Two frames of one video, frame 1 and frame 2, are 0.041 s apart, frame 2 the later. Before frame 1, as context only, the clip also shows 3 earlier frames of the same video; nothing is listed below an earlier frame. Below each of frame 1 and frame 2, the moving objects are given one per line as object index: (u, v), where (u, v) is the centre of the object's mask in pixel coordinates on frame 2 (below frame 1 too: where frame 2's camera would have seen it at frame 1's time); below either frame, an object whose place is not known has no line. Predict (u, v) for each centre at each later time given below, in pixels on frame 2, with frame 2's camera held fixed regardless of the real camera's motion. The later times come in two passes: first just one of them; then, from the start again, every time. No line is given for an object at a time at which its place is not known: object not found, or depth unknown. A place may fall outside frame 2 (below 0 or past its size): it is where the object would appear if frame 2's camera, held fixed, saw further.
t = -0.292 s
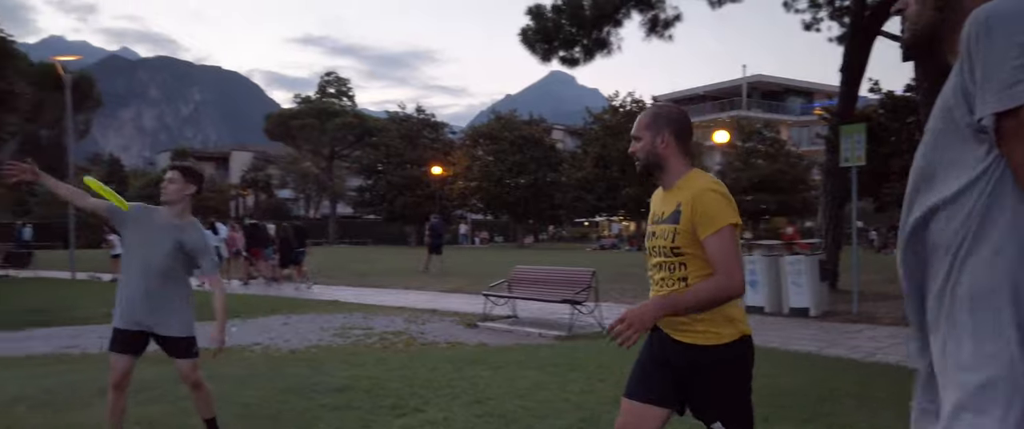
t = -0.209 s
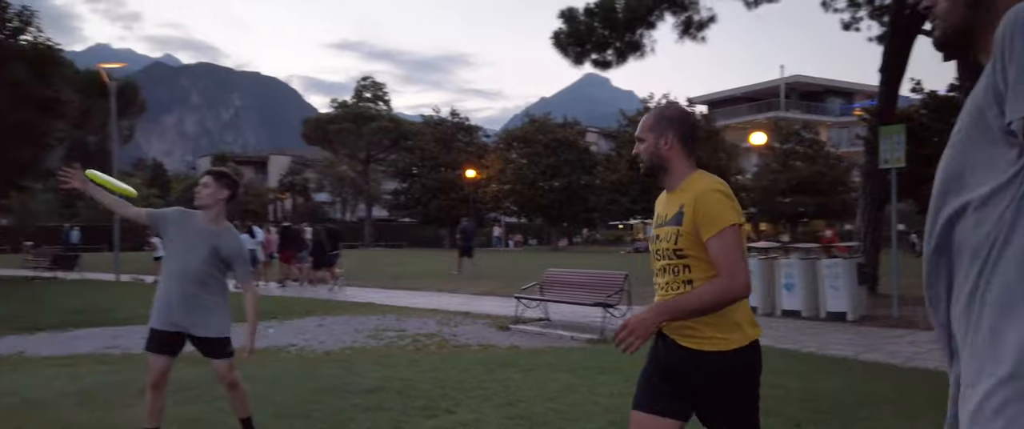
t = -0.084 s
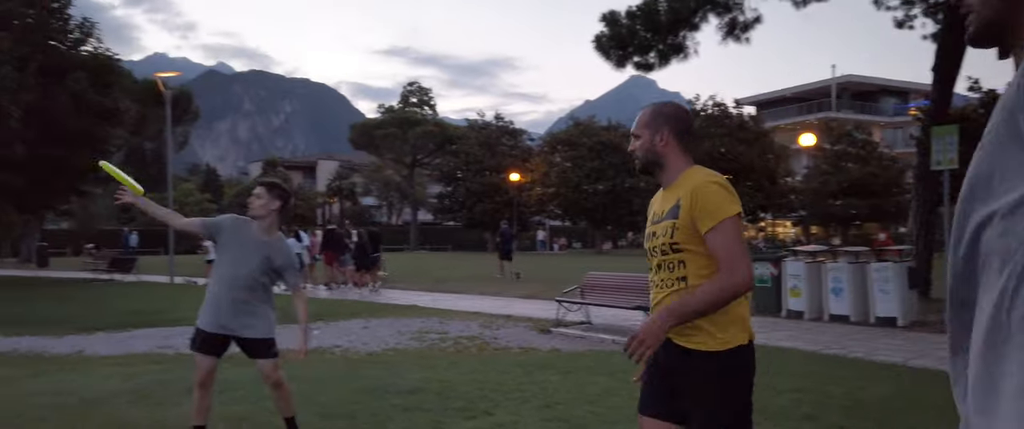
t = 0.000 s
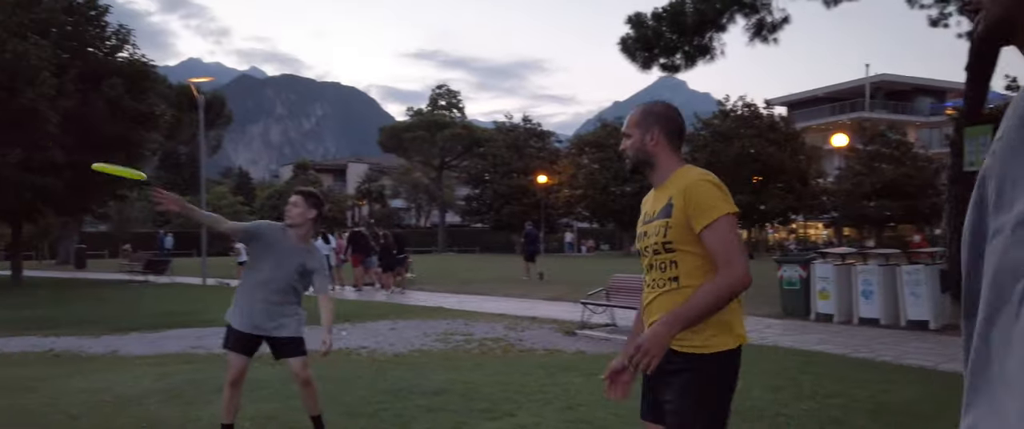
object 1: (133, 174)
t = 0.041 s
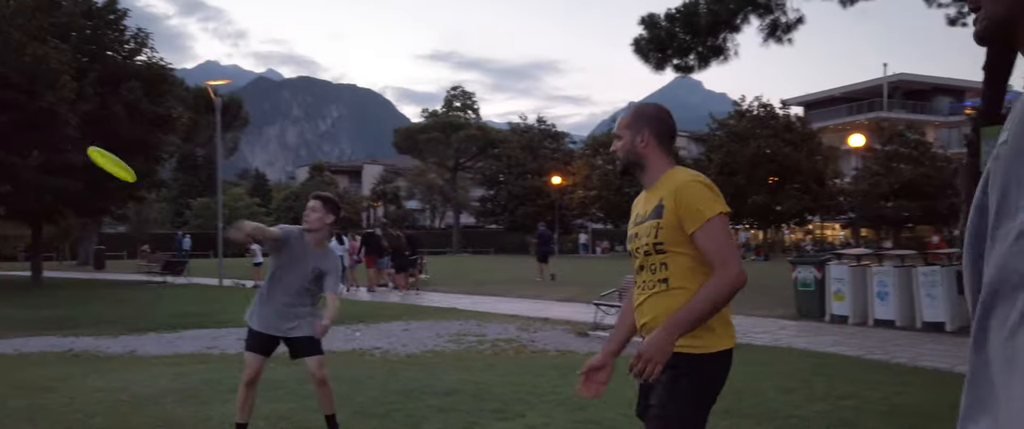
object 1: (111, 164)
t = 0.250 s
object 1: (22, 136)
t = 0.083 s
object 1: (96, 158)
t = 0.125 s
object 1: (76, 149)
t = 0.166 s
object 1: (58, 146)
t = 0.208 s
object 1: (36, 139)
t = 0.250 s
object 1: (22, 136)
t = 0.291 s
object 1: (1, 131)
